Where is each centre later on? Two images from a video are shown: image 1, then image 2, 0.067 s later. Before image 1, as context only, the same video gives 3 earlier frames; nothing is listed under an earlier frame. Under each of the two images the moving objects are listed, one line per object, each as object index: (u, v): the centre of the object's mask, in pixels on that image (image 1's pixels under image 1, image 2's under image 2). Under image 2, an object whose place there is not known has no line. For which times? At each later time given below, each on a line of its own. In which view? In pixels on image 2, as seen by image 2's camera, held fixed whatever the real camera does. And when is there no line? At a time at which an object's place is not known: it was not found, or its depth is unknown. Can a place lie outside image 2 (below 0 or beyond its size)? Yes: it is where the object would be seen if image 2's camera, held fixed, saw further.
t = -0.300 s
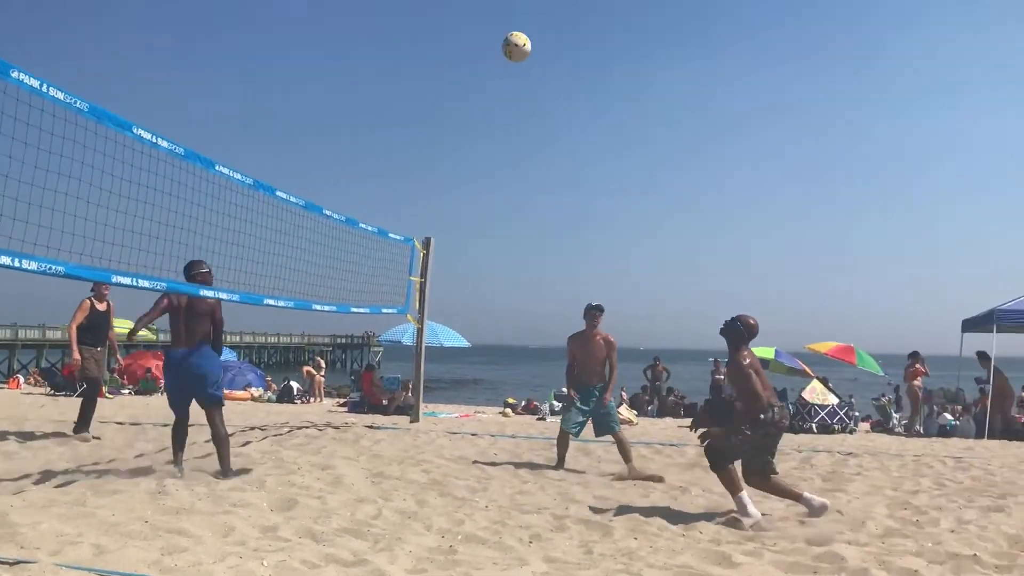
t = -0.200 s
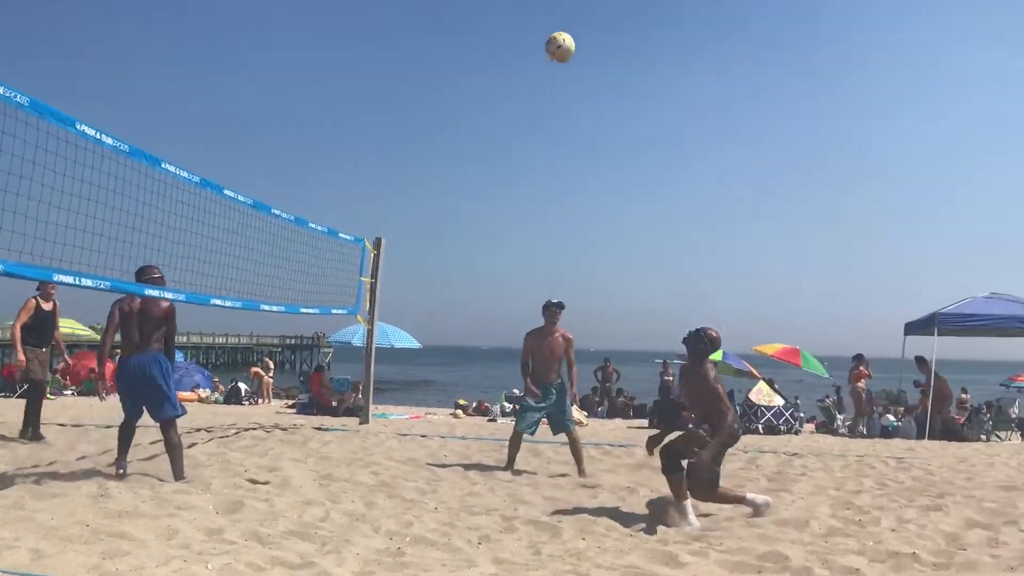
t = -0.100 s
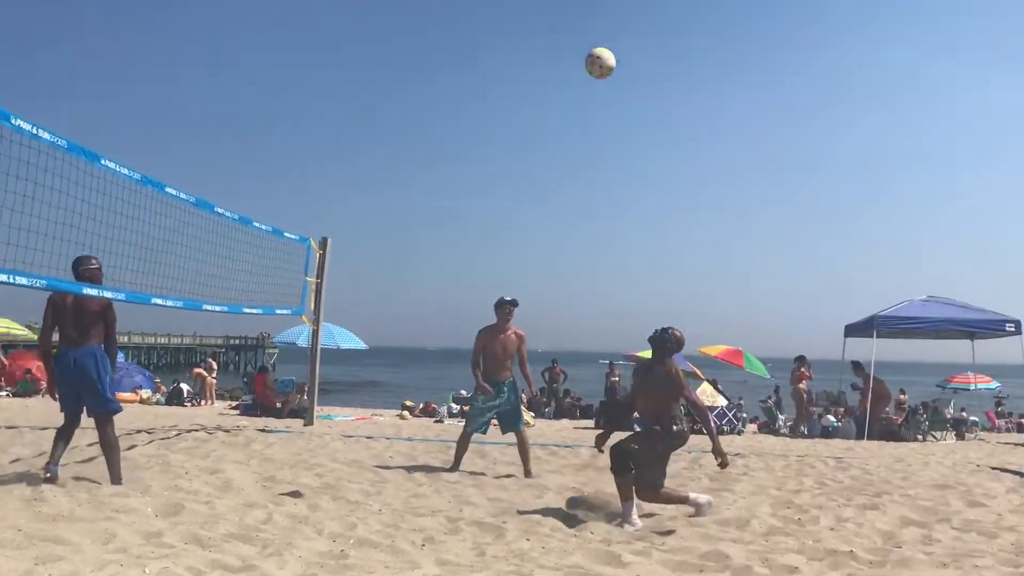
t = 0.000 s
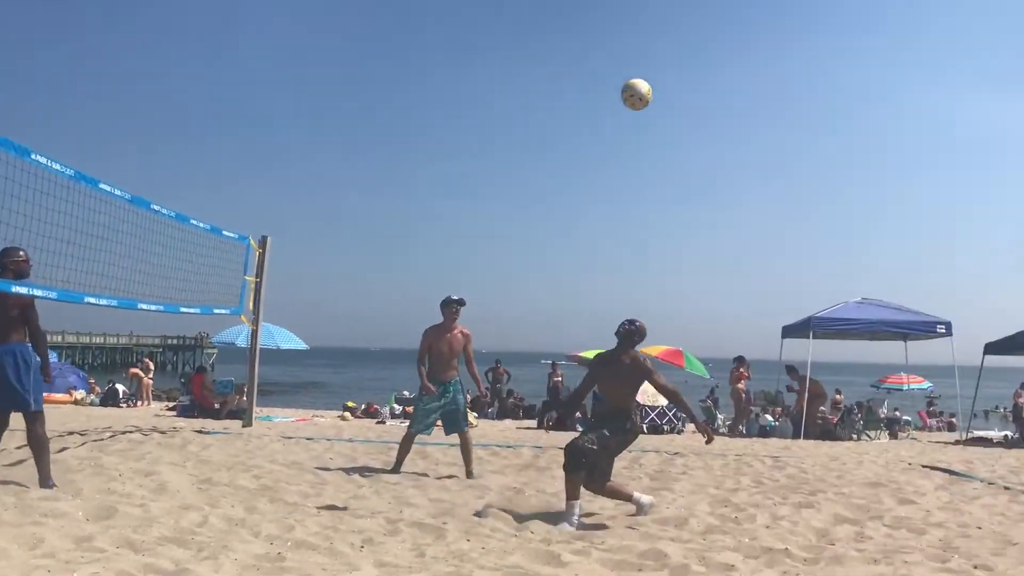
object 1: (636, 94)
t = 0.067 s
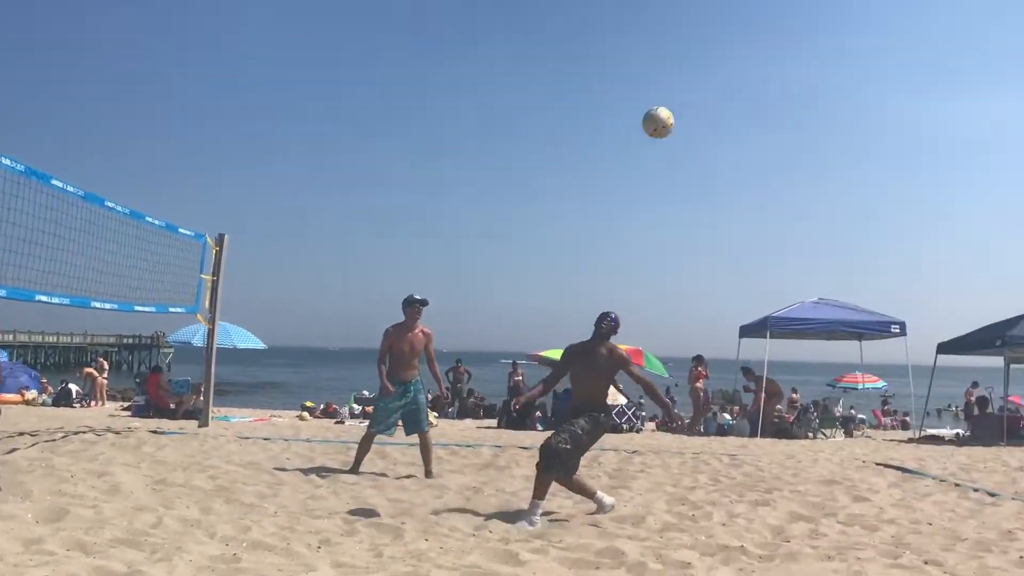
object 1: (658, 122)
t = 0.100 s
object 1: (683, 138)
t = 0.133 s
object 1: (709, 156)
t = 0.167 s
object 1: (735, 174)
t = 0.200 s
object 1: (760, 194)
